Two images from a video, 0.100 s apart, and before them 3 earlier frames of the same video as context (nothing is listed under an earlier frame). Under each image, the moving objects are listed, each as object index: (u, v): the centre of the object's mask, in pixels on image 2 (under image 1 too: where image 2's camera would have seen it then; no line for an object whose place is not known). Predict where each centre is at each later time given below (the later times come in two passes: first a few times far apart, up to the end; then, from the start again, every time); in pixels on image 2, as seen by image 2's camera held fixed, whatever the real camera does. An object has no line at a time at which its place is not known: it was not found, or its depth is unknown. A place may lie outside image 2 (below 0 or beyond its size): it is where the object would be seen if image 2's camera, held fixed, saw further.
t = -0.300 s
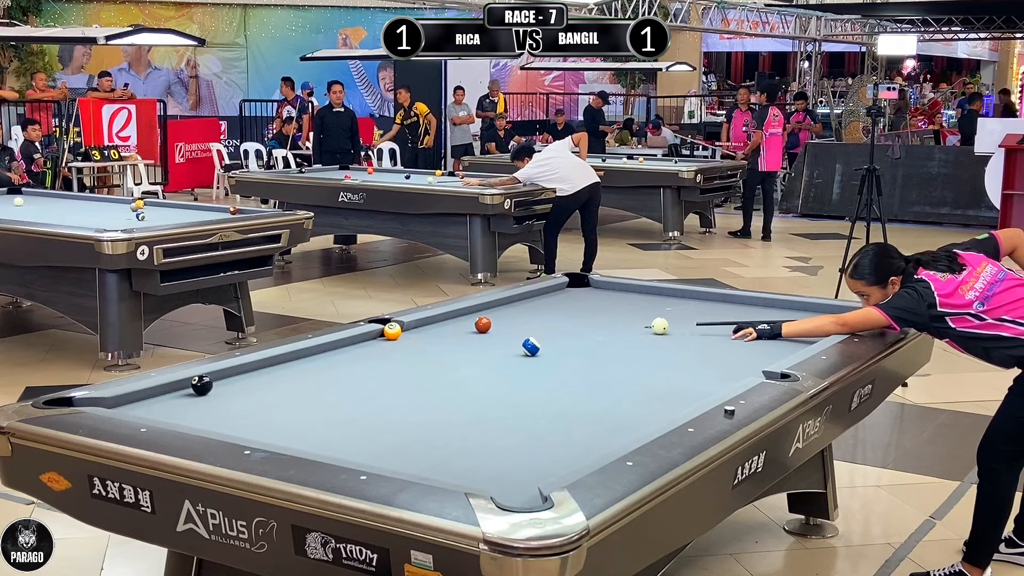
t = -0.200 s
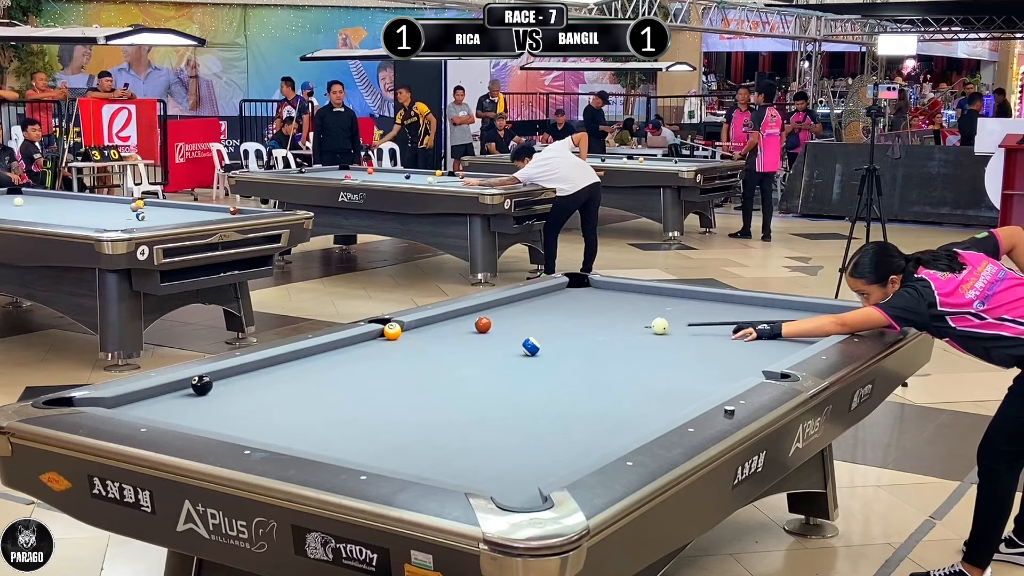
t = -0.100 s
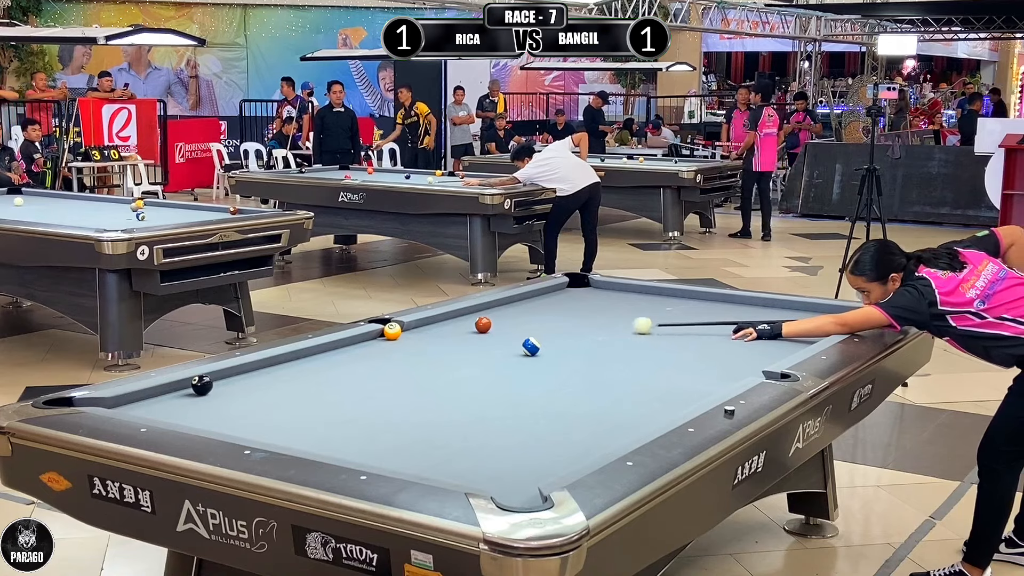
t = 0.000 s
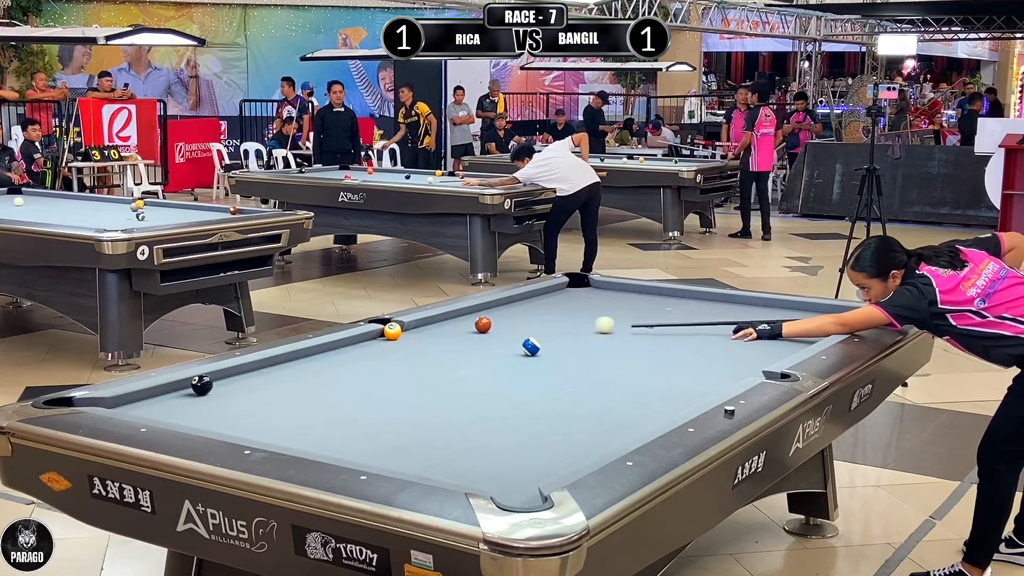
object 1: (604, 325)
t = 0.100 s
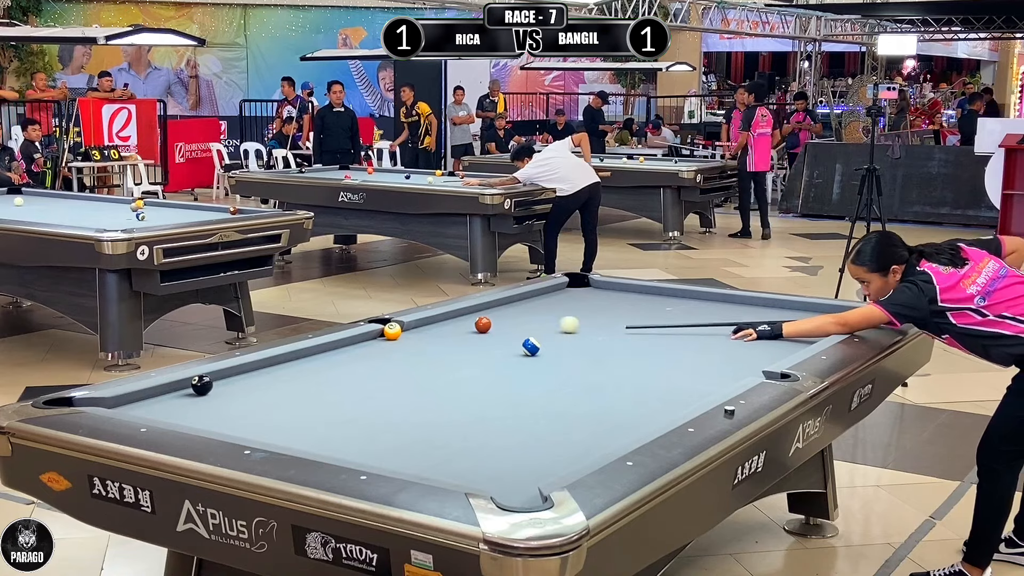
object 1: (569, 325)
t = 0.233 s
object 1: (522, 324)
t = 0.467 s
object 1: (486, 322)
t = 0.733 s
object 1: (458, 319)
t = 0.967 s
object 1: (448, 318)
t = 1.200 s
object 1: (453, 321)
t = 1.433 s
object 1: (458, 323)
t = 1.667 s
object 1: (463, 325)
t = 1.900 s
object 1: (467, 328)
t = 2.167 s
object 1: (472, 329)
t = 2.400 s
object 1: (475, 331)
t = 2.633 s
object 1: (478, 332)
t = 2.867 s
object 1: (481, 333)
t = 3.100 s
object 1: (483, 334)
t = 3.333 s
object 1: (484, 335)
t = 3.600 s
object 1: (485, 335)
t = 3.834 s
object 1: (485, 336)
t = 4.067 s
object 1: (485, 335)
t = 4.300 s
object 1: (485, 335)
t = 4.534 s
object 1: (485, 335)
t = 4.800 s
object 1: (485, 335)
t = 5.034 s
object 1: (485, 335)
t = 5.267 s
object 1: (485, 335)
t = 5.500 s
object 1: (485, 335)
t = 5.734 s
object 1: (485, 335)
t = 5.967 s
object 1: (485, 335)
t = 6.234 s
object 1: (485, 335)
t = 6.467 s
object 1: (485, 335)
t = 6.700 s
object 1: (485, 335)
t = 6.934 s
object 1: (485, 335)
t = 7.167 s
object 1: (485, 335)
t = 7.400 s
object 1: (485, 336)
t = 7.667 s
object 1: (485, 335)
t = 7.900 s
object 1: (485, 335)
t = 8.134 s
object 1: (485, 335)
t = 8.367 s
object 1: (485, 335)
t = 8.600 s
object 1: (485, 336)
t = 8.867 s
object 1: (485, 335)
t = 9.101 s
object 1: (485, 335)
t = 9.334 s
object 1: (485, 336)
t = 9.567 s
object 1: (485, 335)
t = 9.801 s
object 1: (485, 335)
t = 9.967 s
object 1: (485, 335)
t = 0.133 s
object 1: (557, 325)
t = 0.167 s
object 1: (545, 325)
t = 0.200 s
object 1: (534, 325)
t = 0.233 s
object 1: (522, 324)
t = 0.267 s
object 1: (511, 324)
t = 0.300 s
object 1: (500, 324)
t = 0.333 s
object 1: (498, 323)
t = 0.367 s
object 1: (495, 323)
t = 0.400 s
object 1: (492, 323)
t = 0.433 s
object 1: (489, 322)
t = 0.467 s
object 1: (486, 322)
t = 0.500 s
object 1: (482, 321)
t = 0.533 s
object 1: (478, 321)
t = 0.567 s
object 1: (475, 320)
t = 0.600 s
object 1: (472, 320)
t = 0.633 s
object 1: (468, 320)
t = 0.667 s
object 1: (465, 319)
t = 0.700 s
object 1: (461, 319)
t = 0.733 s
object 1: (458, 319)
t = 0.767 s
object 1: (455, 318)
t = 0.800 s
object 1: (451, 318)
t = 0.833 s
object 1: (448, 318)
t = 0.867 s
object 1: (445, 318)
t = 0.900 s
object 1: (446, 318)
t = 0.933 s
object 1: (447, 318)
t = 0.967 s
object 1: (448, 318)
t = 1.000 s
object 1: (448, 319)
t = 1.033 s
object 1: (449, 319)
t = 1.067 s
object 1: (450, 319)
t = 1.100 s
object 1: (451, 320)
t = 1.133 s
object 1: (451, 320)
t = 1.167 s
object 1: (452, 320)
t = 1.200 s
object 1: (453, 321)
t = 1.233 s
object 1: (454, 321)
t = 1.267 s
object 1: (454, 321)
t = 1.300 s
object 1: (455, 322)
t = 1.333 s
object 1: (456, 322)
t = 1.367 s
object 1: (456, 322)
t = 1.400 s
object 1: (457, 323)
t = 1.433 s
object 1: (458, 323)
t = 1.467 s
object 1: (459, 323)
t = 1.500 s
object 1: (460, 324)
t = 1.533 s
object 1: (460, 324)
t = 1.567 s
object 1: (461, 324)
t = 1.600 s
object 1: (461, 325)
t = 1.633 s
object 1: (462, 325)
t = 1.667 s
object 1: (463, 325)
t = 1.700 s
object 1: (463, 326)
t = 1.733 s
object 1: (464, 326)
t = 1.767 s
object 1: (465, 326)
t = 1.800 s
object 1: (465, 326)
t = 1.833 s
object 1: (466, 327)
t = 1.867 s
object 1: (467, 327)
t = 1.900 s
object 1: (467, 328)
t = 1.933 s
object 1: (468, 328)
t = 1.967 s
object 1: (469, 328)
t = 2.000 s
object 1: (469, 328)
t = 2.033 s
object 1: (470, 328)
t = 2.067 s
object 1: (470, 328)
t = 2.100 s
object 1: (471, 329)
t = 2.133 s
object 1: (471, 329)
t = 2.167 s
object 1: (472, 329)
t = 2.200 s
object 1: (472, 330)
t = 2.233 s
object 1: (473, 330)
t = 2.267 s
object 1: (473, 330)
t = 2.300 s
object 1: (474, 330)
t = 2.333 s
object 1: (474, 331)
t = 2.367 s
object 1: (475, 331)
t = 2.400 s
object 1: (475, 331)
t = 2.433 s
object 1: (476, 331)
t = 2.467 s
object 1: (476, 331)
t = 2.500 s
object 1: (477, 332)
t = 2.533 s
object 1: (477, 332)
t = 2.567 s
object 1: (477, 332)
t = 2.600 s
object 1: (478, 332)
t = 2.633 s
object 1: (478, 332)
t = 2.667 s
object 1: (479, 332)
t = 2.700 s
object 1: (479, 332)
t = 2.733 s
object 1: (479, 333)
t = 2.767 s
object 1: (480, 333)
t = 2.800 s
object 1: (480, 333)
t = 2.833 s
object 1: (481, 333)
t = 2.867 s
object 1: (481, 333)
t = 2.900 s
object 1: (481, 333)
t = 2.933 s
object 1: (481, 334)
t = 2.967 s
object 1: (482, 334)
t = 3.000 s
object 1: (482, 334)
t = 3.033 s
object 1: (482, 334)
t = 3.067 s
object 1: (483, 334)
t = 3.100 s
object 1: (483, 334)
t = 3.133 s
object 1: (483, 334)
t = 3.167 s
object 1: (483, 334)
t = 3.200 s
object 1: (483, 335)
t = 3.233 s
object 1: (484, 335)
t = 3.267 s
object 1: (484, 335)
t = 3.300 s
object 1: (484, 335)
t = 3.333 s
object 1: (484, 335)
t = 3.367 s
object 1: (484, 335)
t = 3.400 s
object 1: (484, 335)
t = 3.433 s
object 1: (484, 335)
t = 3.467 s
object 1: (484, 335)
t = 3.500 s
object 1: (484, 335)
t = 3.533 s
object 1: (485, 335)
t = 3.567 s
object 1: (485, 335)
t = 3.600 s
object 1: (485, 335)
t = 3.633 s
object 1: (485, 335)
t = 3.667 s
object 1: (485, 335)
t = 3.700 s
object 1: (485, 336)
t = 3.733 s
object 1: (485, 336)
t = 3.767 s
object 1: (485, 336)
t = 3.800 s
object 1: (485, 336)
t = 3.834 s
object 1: (485, 336)
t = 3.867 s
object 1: (485, 336)
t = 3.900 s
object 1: (485, 336)
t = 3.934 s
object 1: (485, 336)
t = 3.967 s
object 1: (485, 336)
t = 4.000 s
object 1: (485, 336)
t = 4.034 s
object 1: (485, 335)
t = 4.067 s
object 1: (485, 335)
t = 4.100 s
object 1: (485, 335)
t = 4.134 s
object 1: (485, 335)
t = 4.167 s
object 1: (485, 335)
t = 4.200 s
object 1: (485, 335)
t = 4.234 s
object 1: (485, 335)
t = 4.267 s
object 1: (485, 335)
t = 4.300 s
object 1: (485, 335)
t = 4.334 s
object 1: (485, 335)
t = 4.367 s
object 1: (485, 335)
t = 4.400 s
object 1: (485, 335)
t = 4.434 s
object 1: (485, 335)
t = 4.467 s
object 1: (485, 335)
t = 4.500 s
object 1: (485, 335)
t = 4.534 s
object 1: (485, 335)
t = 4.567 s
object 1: (485, 335)
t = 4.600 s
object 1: (486, 335)
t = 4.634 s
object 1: (486, 335)
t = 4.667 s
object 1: (486, 335)
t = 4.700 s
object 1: (485, 336)
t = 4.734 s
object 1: (485, 335)
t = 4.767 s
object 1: (485, 335)
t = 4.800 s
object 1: (485, 335)
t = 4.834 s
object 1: (485, 335)
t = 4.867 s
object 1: (485, 335)
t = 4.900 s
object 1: (485, 335)
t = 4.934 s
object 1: (485, 335)
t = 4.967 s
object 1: (485, 335)
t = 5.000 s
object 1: (485, 335)
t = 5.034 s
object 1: (485, 335)
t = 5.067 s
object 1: (485, 335)
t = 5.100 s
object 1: (485, 335)
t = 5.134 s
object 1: (485, 335)
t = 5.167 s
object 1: (485, 335)
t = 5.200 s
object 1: (485, 335)
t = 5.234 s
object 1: (485, 335)
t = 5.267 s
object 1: (485, 335)
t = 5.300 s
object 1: (485, 335)
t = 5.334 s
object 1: (485, 335)
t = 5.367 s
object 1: (485, 335)
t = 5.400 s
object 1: (485, 335)
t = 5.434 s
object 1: (485, 335)
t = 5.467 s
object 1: (485, 335)
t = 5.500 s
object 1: (485, 335)
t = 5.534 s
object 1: (485, 335)
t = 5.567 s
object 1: (485, 335)
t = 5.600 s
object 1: (485, 335)
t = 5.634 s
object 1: (485, 335)
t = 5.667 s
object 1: (485, 335)
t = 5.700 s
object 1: (485, 335)
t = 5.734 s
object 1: (485, 335)
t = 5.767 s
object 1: (485, 335)
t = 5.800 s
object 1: (485, 335)
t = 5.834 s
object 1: (485, 335)
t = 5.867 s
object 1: (485, 335)
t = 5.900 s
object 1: (485, 335)
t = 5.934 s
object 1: (485, 335)
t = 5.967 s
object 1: (485, 335)
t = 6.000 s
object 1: (485, 335)
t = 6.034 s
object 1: (485, 335)
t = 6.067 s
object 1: (485, 335)
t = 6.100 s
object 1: (485, 335)
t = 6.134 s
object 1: (485, 335)
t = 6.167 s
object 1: (485, 335)
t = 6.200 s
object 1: (485, 335)
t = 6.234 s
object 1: (485, 335)
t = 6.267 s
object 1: (485, 335)
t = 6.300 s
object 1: (485, 335)
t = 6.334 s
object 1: (485, 336)
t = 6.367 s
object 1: (485, 335)
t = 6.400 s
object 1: (485, 335)
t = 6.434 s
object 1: (485, 335)
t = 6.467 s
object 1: (485, 335)
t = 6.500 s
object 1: (485, 335)
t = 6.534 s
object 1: (485, 335)
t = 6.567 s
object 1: (485, 335)
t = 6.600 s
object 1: (485, 335)
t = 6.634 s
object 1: (485, 335)
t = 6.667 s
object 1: (485, 335)
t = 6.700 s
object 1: (485, 335)
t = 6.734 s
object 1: (485, 335)
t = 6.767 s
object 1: (485, 335)
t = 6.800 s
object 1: (485, 335)
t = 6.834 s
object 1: (485, 335)
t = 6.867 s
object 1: (485, 335)
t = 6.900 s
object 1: (485, 335)
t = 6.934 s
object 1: (485, 335)
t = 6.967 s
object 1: (485, 335)
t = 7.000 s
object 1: (485, 335)
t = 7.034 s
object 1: (485, 335)
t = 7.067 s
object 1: (485, 335)
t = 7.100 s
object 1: (485, 335)
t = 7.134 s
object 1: (485, 335)
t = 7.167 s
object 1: (485, 335)
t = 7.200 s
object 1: (485, 335)
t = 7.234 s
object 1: (485, 335)
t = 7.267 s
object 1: (485, 335)
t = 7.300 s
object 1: (485, 335)
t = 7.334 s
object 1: (485, 335)
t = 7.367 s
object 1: (485, 336)
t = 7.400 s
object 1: (485, 336)
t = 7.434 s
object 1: (485, 335)
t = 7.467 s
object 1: (485, 335)
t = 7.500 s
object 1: (485, 335)
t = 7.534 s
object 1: (485, 335)
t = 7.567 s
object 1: (485, 335)
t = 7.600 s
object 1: (485, 335)
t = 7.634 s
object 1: (485, 335)
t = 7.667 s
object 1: (485, 335)
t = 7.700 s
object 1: (485, 335)
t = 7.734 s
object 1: (485, 335)
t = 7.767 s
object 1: (485, 335)
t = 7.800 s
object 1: (485, 335)
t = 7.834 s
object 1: (485, 335)
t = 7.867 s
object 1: (485, 335)
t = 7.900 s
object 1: (485, 335)
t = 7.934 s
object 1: (485, 335)
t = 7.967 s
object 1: (485, 335)
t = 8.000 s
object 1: (485, 335)
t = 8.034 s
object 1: (485, 335)
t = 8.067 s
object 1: (485, 335)
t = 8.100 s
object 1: (485, 335)
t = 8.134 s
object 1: (485, 335)
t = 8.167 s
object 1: (485, 335)
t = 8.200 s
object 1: (485, 335)
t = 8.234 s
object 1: (485, 335)
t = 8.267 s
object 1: (485, 335)
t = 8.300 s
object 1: (485, 335)
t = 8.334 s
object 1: (485, 335)
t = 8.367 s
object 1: (485, 335)
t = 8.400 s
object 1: (485, 335)
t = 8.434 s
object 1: (485, 335)
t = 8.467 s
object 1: (485, 335)
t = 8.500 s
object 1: (485, 336)
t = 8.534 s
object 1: (485, 336)
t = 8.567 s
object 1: (485, 336)
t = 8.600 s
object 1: (485, 336)
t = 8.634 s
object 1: (485, 335)
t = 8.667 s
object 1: (485, 335)
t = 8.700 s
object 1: (485, 335)
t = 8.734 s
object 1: (485, 335)
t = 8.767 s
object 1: (485, 335)
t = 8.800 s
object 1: (485, 335)
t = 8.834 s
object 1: (485, 335)
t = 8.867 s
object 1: (485, 335)
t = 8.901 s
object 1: (485, 335)
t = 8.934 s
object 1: (485, 335)
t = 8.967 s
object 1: (485, 335)
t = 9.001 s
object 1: (485, 335)
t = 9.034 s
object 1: (485, 335)
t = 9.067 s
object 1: (485, 335)
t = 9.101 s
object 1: (485, 335)
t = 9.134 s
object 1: (485, 336)
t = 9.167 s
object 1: (485, 336)
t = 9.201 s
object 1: (485, 336)
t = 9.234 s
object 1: (485, 335)
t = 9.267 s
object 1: (485, 336)
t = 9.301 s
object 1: (485, 336)
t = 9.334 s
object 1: (485, 336)
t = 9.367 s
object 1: (485, 335)
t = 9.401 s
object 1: (485, 335)
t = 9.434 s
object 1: (485, 335)
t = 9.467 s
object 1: (485, 335)
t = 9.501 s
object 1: (485, 335)
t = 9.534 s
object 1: (485, 335)
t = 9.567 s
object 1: (485, 335)
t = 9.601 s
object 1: (485, 335)
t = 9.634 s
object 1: (485, 335)
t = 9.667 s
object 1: (485, 335)
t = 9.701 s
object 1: (485, 335)
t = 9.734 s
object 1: (485, 335)
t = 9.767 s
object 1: (485, 335)
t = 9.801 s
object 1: (485, 335)
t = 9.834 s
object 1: (485, 335)
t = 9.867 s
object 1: (485, 335)
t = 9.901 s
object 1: (485, 335)
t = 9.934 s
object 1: (485, 335)
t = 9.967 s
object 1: (485, 335)
